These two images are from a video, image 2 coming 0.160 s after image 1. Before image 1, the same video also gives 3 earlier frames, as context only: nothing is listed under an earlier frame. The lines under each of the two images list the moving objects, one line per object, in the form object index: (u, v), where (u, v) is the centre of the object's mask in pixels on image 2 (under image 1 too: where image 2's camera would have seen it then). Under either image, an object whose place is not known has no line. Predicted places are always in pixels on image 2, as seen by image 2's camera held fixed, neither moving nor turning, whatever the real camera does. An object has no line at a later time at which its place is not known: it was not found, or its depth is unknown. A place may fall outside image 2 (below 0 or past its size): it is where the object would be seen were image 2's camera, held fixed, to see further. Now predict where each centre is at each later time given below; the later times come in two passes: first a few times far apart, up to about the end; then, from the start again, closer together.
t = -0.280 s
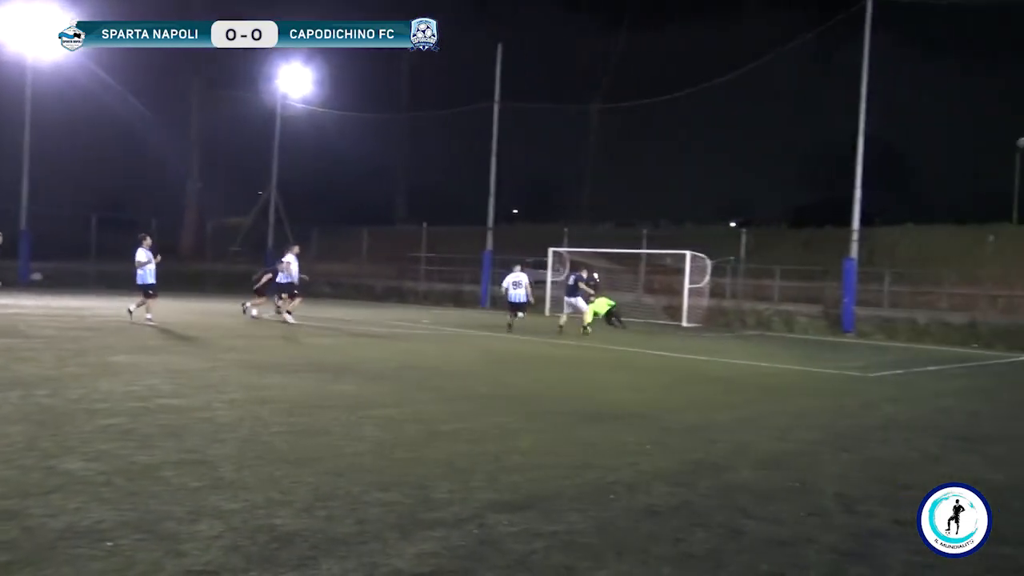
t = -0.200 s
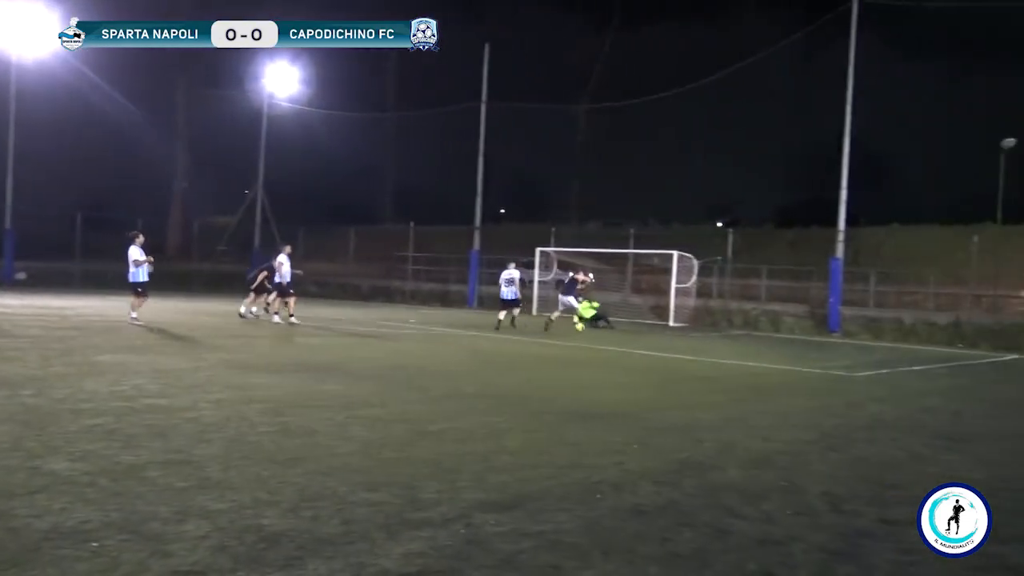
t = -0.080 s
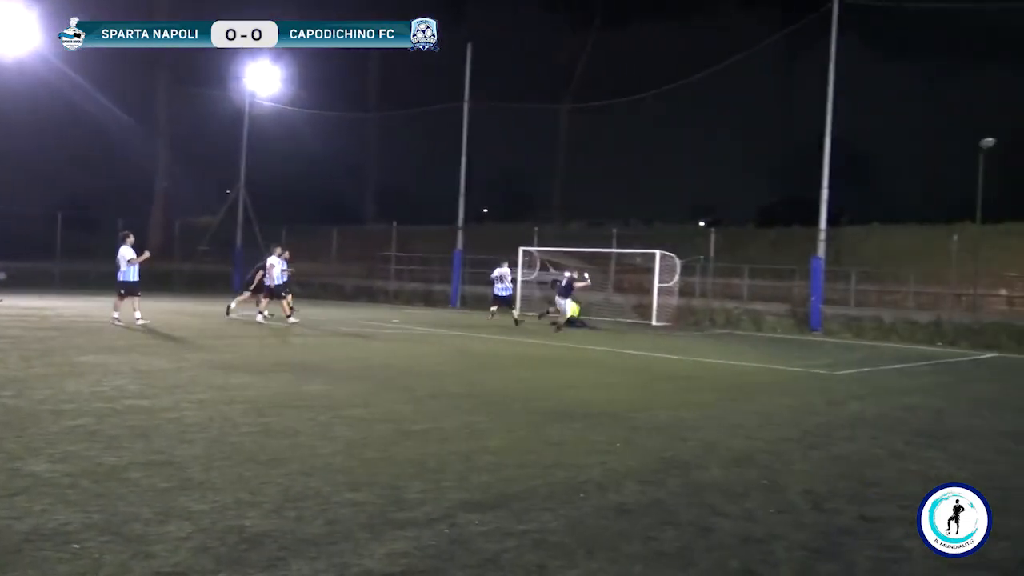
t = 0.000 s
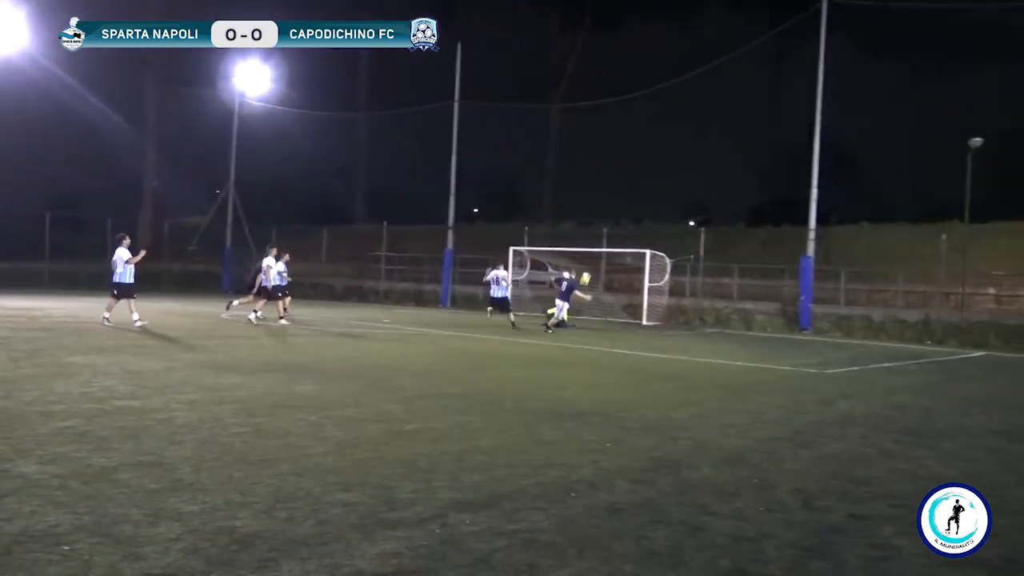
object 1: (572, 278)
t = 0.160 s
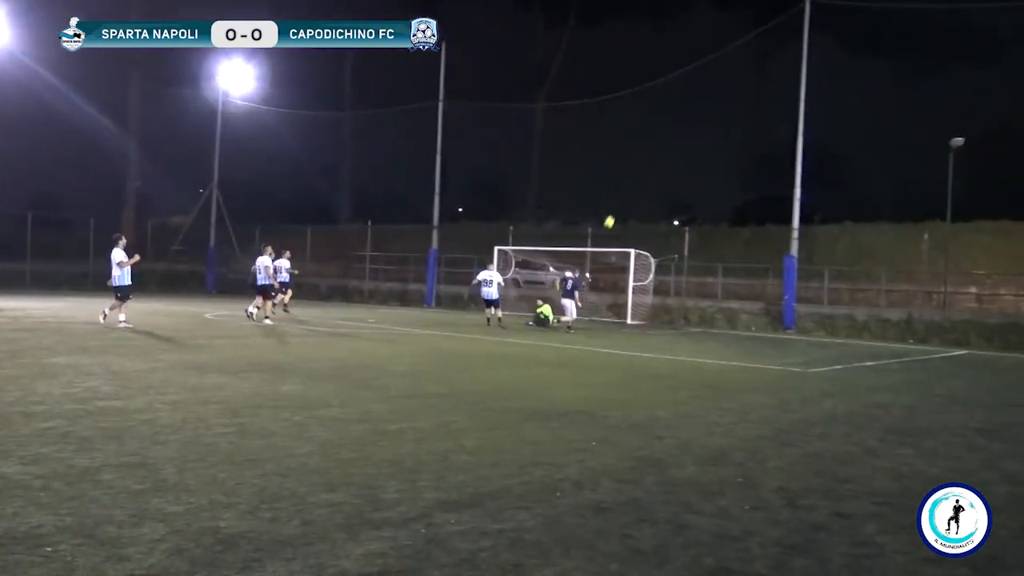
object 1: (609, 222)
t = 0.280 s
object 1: (637, 185)
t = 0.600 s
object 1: (712, 114)
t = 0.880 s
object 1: (776, 85)
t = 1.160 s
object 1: (840, 88)
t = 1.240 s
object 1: (859, 95)
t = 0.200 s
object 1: (619, 209)
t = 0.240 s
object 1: (627, 197)
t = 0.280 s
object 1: (637, 185)
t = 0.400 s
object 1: (665, 154)
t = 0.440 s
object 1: (674, 145)
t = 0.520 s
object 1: (693, 129)
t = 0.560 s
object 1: (702, 121)
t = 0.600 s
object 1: (712, 114)
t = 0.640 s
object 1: (721, 108)
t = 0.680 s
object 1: (730, 102)
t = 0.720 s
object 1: (739, 98)
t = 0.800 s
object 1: (757, 90)
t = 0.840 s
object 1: (767, 88)
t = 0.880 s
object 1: (776, 85)
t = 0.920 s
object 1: (786, 84)
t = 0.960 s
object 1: (795, 82)
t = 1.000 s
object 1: (804, 82)
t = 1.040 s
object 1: (813, 83)
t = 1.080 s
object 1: (822, 84)
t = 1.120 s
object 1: (831, 86)
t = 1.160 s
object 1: (840, 88)
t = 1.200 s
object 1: (850, 91)
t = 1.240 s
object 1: (859, 95)
